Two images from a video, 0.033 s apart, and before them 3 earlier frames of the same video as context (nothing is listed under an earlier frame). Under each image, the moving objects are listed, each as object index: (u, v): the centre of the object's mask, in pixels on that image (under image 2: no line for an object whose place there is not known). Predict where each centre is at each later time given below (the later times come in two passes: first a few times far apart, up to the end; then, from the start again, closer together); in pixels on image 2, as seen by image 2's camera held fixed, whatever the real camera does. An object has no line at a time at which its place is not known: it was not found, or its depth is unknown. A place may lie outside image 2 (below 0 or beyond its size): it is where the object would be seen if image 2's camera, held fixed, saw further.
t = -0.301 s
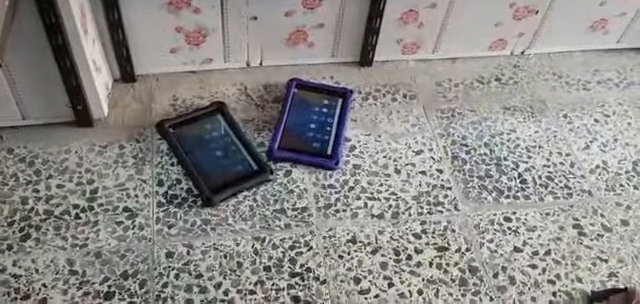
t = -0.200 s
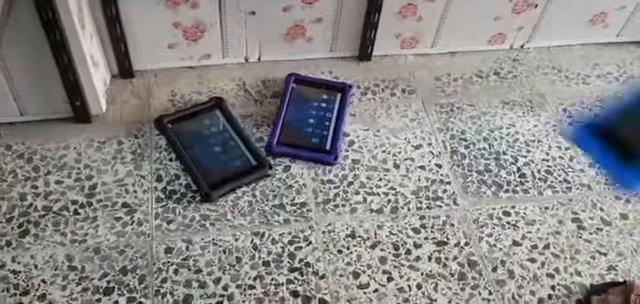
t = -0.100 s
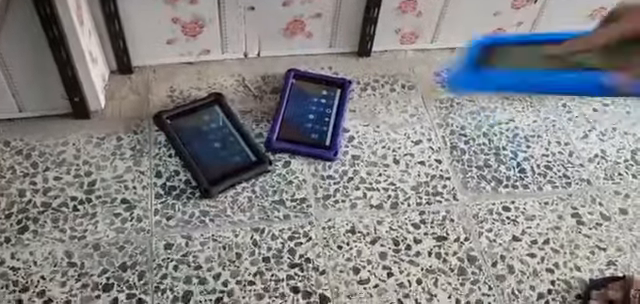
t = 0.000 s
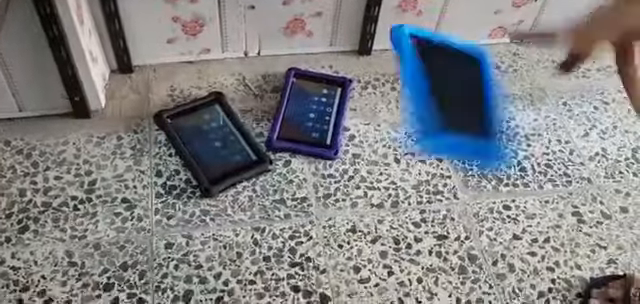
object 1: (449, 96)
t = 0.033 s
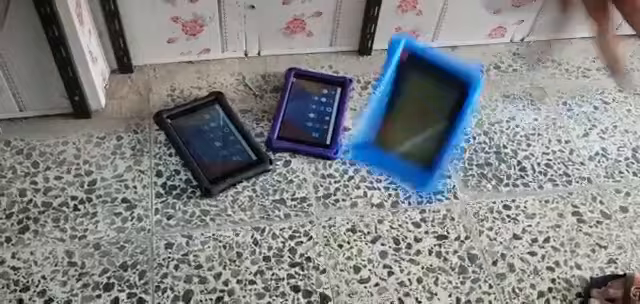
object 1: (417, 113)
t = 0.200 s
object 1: (301, 228)
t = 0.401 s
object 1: (301, 226)
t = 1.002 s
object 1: (301, 231)
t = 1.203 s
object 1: (302, 231)
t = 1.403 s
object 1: (302, 231)
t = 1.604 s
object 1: (302, 231)
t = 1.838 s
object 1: (302, 231)
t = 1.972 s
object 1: (302, 231)
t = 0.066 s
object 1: (386, 137)
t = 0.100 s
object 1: (360, 161)
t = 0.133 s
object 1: (335, 187)
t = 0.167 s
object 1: (314, 213)
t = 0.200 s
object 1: (301, 228)
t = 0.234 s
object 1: (302, 225)
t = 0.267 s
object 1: (304, 220)
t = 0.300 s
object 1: (304, 219)
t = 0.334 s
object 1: (303, 220)
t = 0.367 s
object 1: (302, 223)
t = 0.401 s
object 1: (301, 226)
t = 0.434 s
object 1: (301, 230)
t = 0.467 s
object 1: (301, 230)
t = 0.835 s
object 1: (301, 231)
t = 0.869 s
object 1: (301, 231)
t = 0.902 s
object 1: (301, 231)
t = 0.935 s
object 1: (301, 231)
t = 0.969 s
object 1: (301, 231)
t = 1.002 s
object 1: (301, 231)
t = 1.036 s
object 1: (301, 231)
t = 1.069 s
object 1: (301, 231)
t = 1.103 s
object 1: (302, 231)
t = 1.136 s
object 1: (301, 231)
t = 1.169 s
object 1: (302, 231)
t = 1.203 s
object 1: (302, 231)
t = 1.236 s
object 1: (302, 231)
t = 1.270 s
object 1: (302, 231)
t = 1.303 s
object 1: (302, 231)
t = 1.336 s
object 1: (302, 231)
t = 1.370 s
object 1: (302, 231)
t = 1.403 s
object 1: (302, 231)
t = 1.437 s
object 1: (302, 231)
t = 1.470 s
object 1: (302, 231)
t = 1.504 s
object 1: (302, 231)
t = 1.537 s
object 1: (302, 231)
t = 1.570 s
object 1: (302, 231)
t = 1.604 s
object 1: (302, 231)
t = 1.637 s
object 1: (302, 231)
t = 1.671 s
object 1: (302, 231)
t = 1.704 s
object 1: (302, 231)
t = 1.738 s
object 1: (302, 231)
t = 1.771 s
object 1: (302, 231)
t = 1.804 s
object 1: (302, 231)
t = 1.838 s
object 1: (302, 231)
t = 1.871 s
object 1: (302, 231)
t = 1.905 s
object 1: (302, 231)
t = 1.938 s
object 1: (302, 231)
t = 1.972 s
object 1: (302, 231)
